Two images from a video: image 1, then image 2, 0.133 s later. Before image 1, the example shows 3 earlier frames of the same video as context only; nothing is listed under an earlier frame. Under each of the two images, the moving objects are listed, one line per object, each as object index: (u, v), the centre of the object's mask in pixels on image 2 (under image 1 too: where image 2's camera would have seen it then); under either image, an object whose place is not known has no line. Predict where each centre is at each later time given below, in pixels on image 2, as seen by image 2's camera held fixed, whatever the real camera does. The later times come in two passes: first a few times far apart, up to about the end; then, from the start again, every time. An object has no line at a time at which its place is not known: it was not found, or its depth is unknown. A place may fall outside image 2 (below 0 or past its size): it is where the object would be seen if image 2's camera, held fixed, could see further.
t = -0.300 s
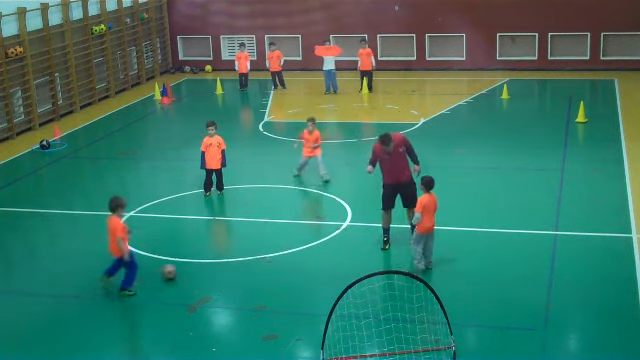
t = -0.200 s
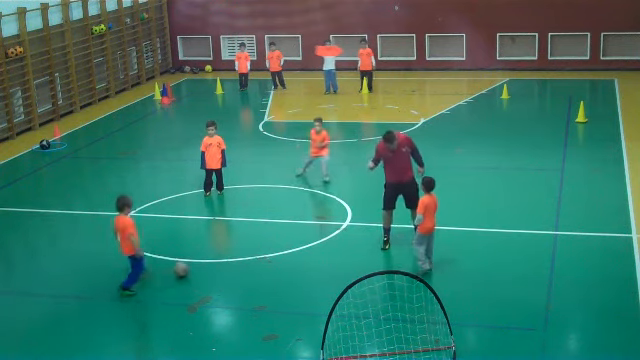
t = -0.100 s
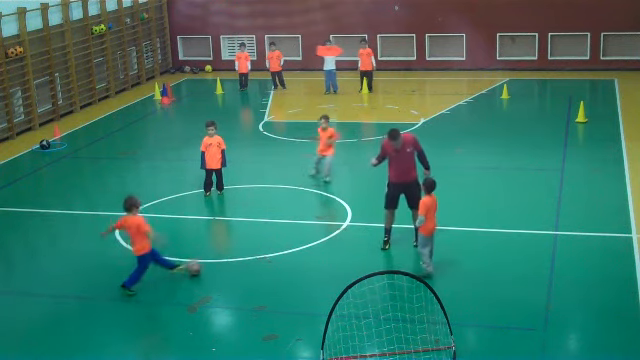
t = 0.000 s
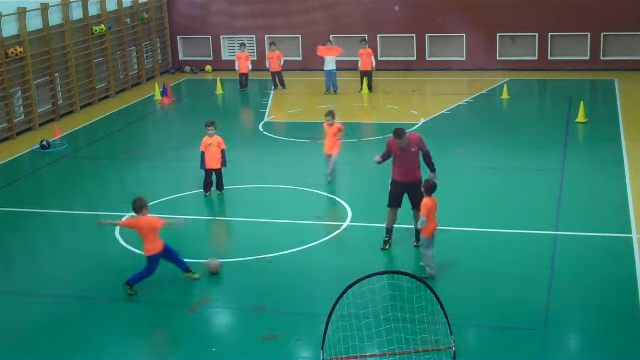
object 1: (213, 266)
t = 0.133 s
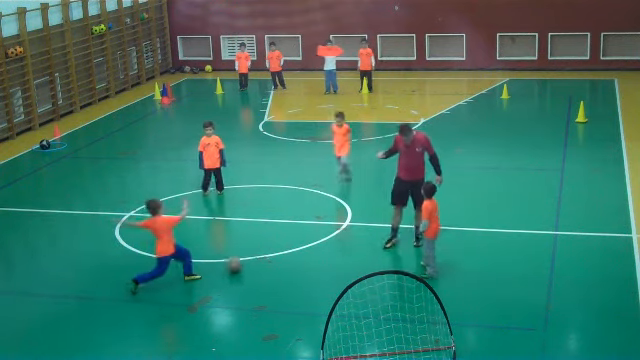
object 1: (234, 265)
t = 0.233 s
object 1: (248, 264)
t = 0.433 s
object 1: (279, 263)
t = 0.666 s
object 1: (313, 261)
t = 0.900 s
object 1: (346, 258)
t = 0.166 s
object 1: (238, 265)
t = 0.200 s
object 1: (244, 265)
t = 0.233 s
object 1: (248, 264)
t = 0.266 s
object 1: (254, 264)
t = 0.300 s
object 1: (259, 264)
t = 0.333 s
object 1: (264, 263)
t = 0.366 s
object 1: (269, 263)
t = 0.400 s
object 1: (274, 263)
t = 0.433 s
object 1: (279, 263)
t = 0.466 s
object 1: (283, 263)
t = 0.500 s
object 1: (288, 263)
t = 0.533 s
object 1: (294, 262)
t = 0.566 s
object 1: (299, 262)
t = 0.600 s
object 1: (303, 262)
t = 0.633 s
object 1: (308, 261)
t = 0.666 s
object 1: (313, 261)
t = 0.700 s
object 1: (318, 260)
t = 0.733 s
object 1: (323, 261)
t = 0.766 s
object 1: (327, 259)
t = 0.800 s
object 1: (332, 259)
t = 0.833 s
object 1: (337, 259)
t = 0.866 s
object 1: (342, 258)
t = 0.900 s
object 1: (346, 258)
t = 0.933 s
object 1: (351, 258)
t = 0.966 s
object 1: (356, 258)
